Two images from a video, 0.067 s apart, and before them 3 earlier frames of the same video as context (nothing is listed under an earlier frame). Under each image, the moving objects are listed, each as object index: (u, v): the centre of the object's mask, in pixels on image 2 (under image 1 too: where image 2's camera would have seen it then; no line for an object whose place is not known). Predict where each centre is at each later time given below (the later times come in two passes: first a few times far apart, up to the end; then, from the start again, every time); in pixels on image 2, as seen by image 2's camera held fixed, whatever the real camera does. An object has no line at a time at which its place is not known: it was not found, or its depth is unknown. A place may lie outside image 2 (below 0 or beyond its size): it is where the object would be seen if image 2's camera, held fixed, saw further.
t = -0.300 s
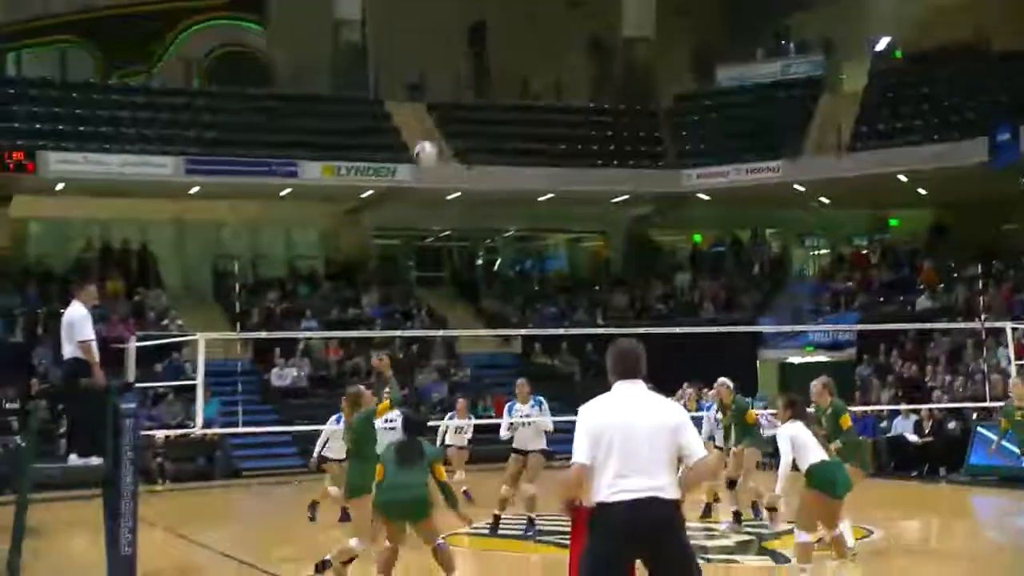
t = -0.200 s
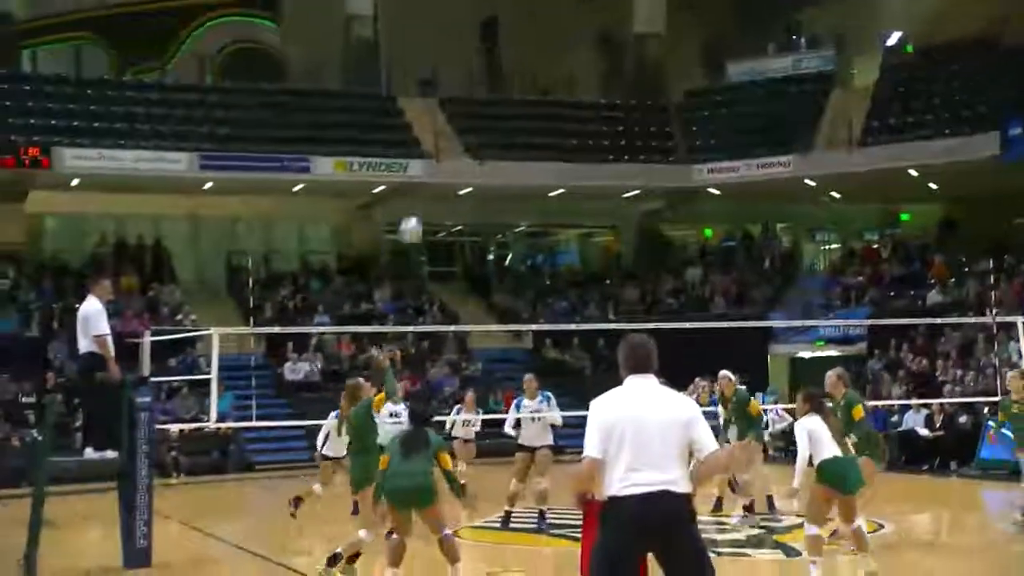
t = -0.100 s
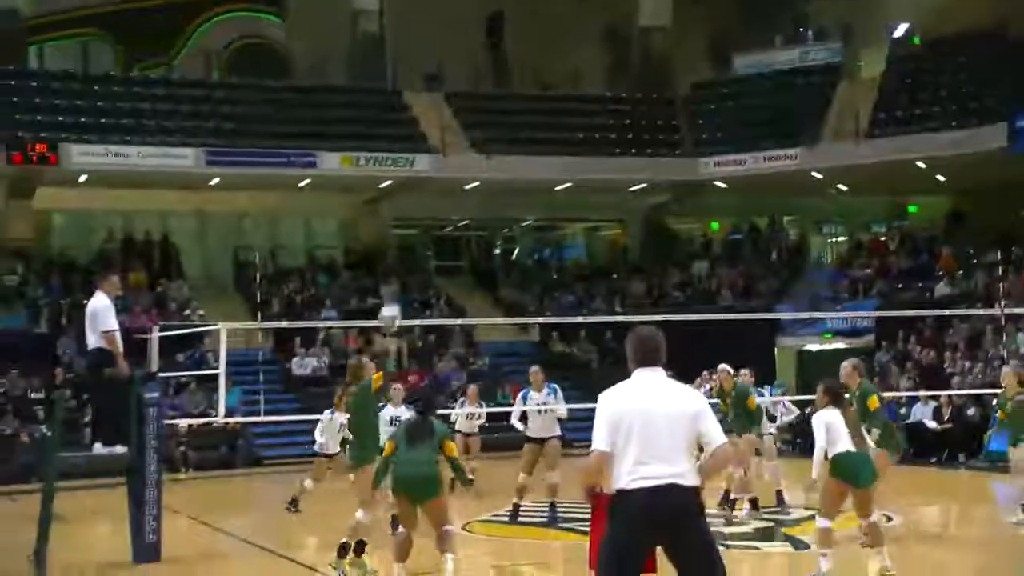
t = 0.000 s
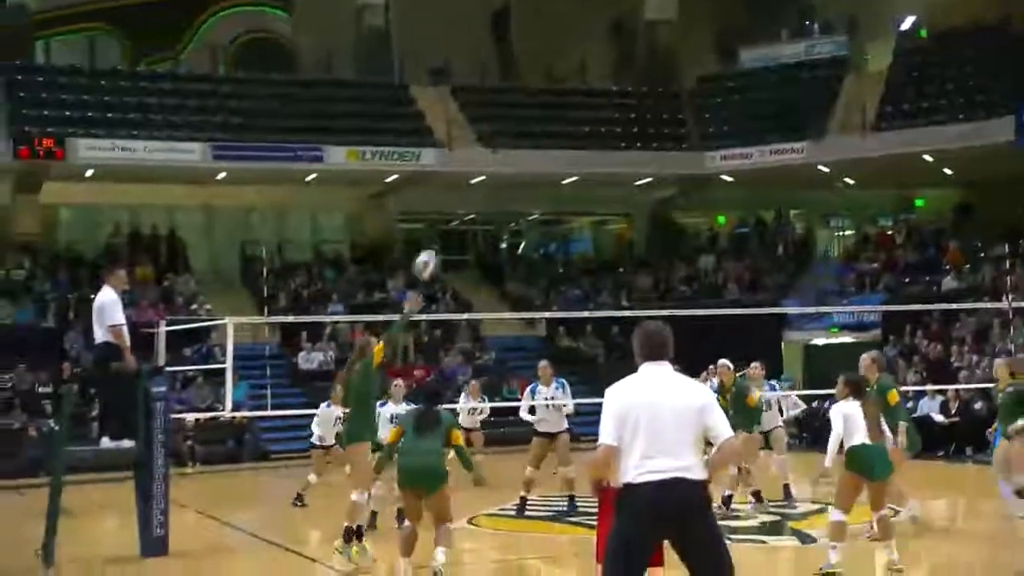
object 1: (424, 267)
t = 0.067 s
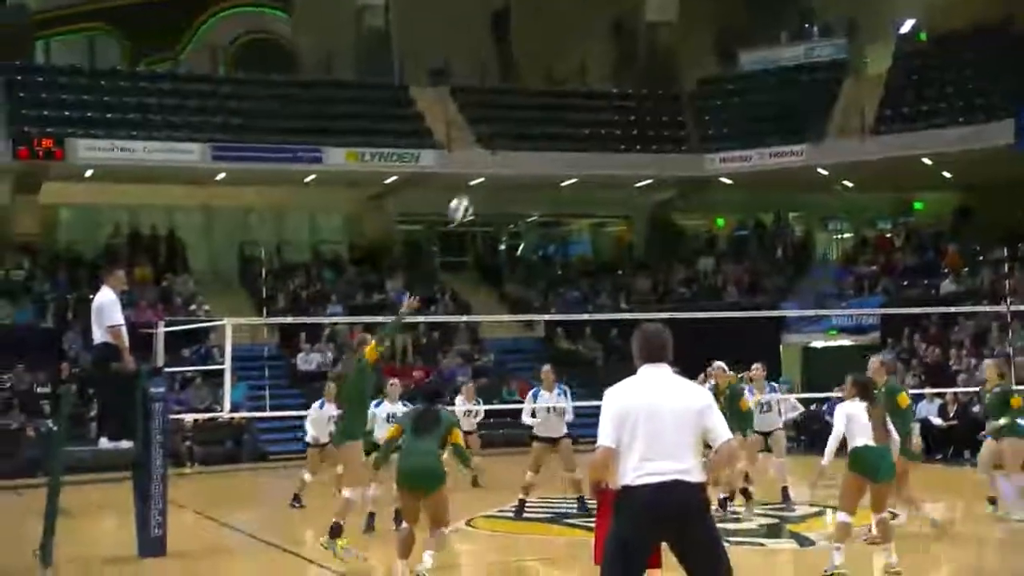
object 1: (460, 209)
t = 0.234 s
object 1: (544, 96)
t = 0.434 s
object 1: (636, 3)
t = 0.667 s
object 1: (733, -43)
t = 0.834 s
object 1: (802, -40)
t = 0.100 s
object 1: (477, 184)
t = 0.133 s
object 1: (494, 158)
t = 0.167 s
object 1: (511, 137)
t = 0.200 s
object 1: (527, 117)
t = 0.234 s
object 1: (544, 96)
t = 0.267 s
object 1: (559, 78)
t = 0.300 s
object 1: (574, 60)
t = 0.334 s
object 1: (590, 44)
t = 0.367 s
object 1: (605, 29)
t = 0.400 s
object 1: (620, 15)
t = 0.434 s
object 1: (636, 3)
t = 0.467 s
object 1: (649, -7)
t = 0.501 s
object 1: (664, -17)
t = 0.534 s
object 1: (679, -24)
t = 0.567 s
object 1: (691, -30)
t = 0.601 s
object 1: (705, -35)
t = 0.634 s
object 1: (720, -40)
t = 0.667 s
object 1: (733, -43)
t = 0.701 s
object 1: (747, -44)
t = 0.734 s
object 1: (762, -45)
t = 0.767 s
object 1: (776, -44)
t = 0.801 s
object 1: (789, -42)
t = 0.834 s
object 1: (802, -40)
